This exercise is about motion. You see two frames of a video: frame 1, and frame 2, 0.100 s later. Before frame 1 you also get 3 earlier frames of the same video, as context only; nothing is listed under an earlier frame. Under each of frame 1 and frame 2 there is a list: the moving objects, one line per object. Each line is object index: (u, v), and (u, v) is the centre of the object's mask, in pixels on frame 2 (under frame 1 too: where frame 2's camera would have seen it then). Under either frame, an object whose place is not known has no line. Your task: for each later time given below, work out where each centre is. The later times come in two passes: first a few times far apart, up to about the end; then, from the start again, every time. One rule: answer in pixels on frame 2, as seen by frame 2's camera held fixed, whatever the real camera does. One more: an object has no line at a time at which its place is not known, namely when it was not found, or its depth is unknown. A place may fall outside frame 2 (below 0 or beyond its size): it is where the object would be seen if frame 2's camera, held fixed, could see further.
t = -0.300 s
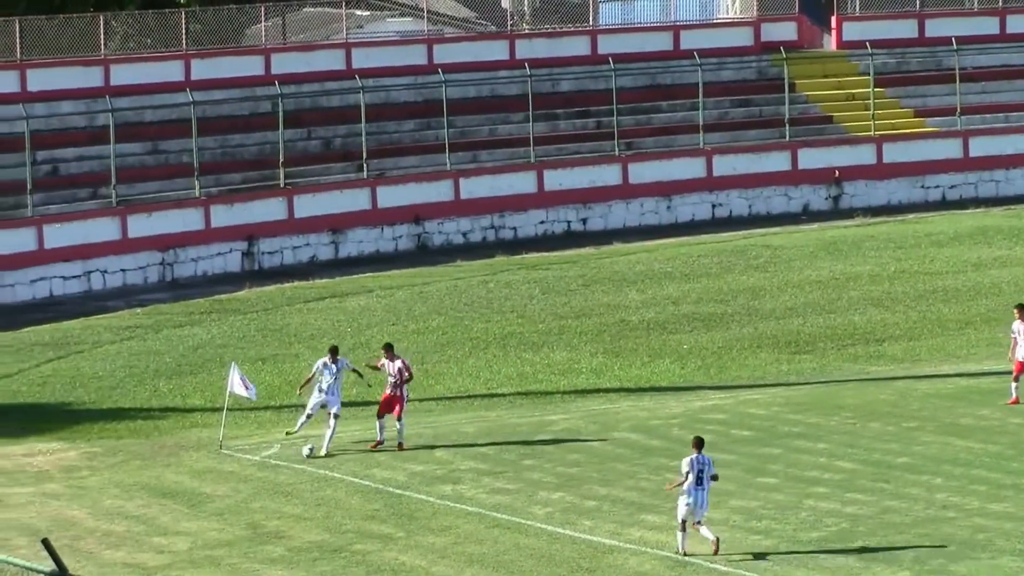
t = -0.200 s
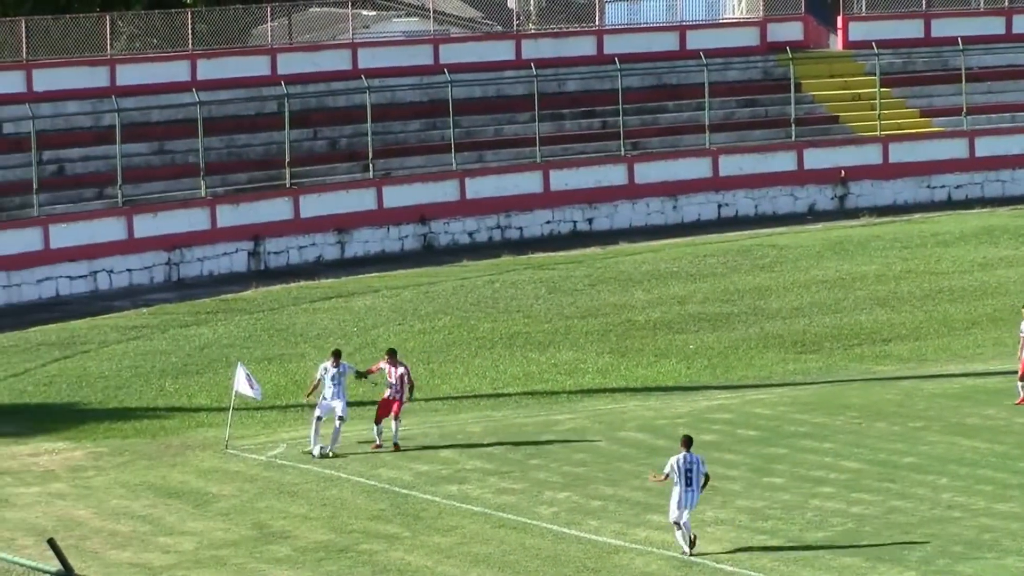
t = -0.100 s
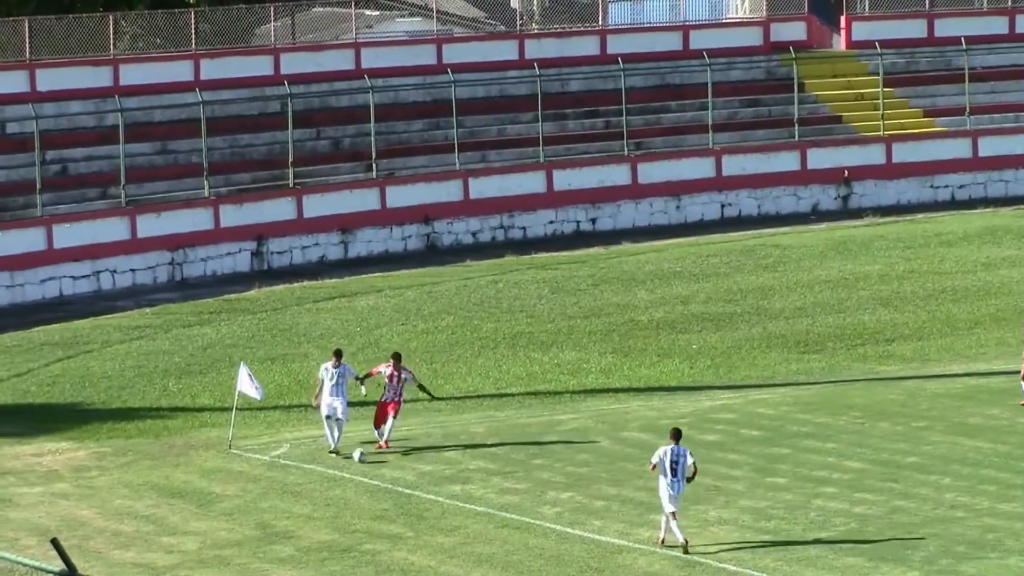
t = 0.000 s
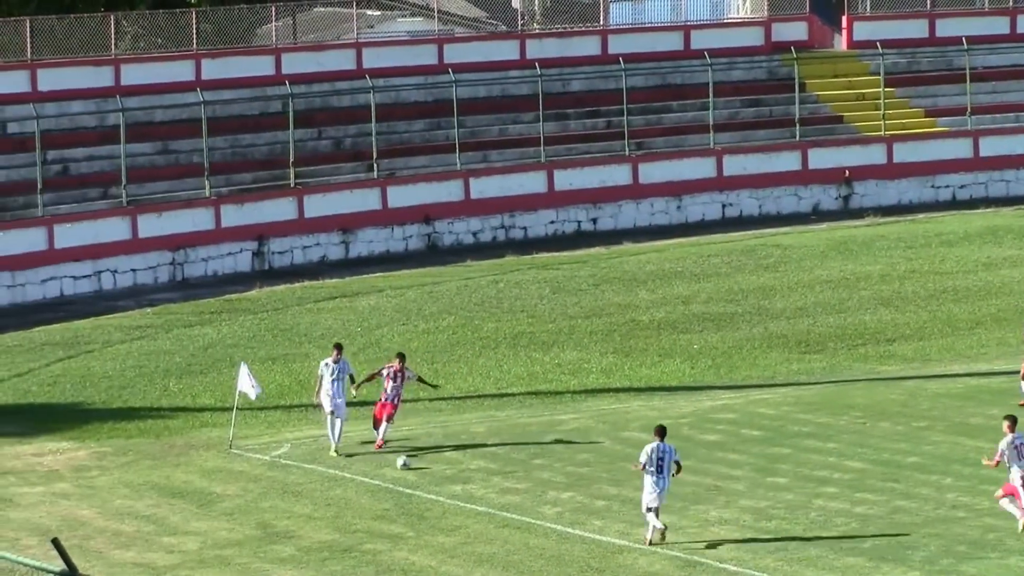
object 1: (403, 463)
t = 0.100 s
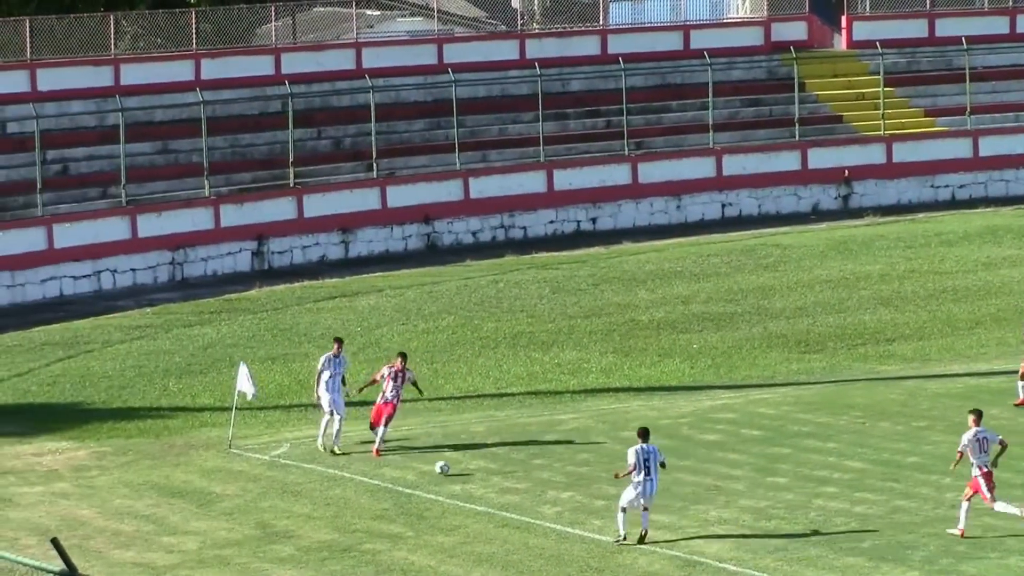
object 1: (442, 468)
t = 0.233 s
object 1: (492, 476)
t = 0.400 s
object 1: (551, 486)
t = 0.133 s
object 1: (455, 471)
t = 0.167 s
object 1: (468, 473)
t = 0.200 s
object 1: (481, 476)
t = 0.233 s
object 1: (492, 476)
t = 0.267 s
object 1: (504, 476)
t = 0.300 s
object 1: (516, 477)
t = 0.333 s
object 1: (528, 480)
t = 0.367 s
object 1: (539, 483)
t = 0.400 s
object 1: (551, 486)
